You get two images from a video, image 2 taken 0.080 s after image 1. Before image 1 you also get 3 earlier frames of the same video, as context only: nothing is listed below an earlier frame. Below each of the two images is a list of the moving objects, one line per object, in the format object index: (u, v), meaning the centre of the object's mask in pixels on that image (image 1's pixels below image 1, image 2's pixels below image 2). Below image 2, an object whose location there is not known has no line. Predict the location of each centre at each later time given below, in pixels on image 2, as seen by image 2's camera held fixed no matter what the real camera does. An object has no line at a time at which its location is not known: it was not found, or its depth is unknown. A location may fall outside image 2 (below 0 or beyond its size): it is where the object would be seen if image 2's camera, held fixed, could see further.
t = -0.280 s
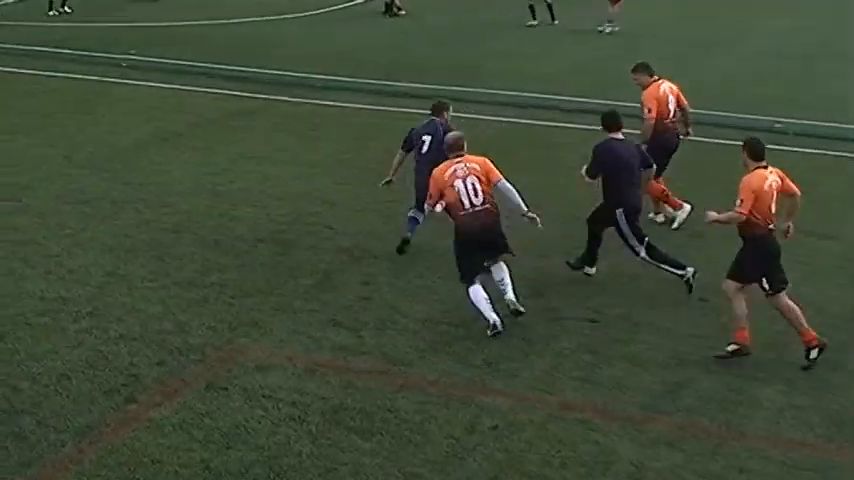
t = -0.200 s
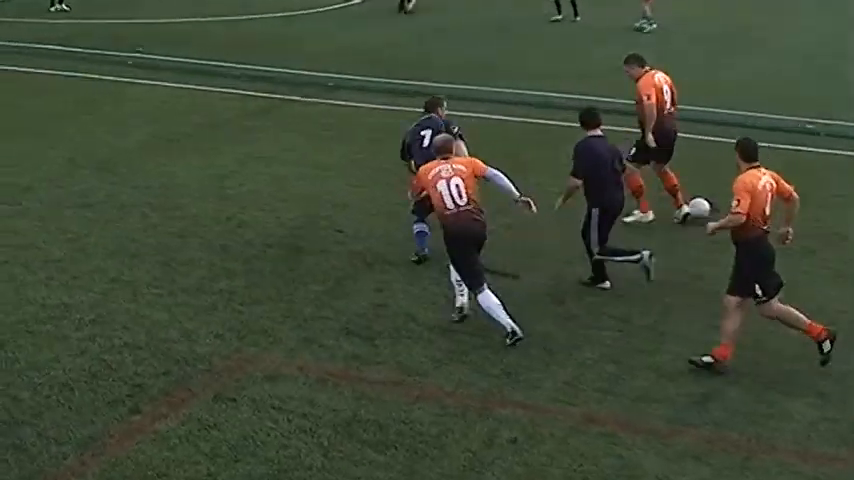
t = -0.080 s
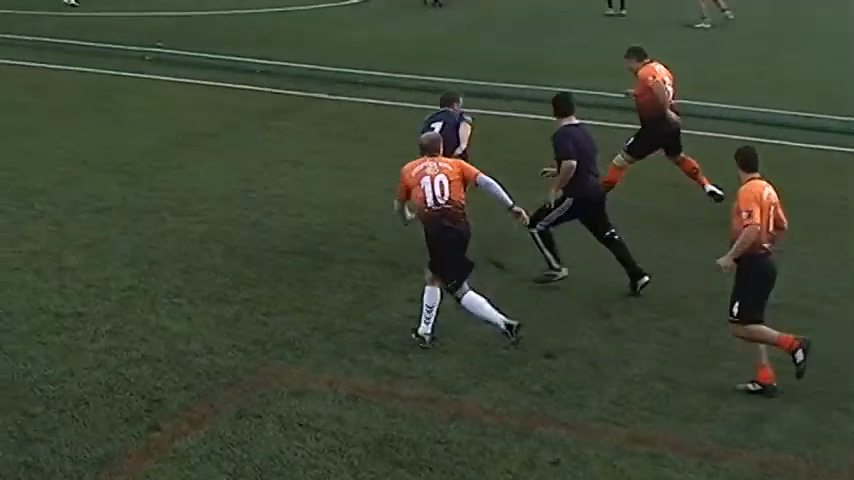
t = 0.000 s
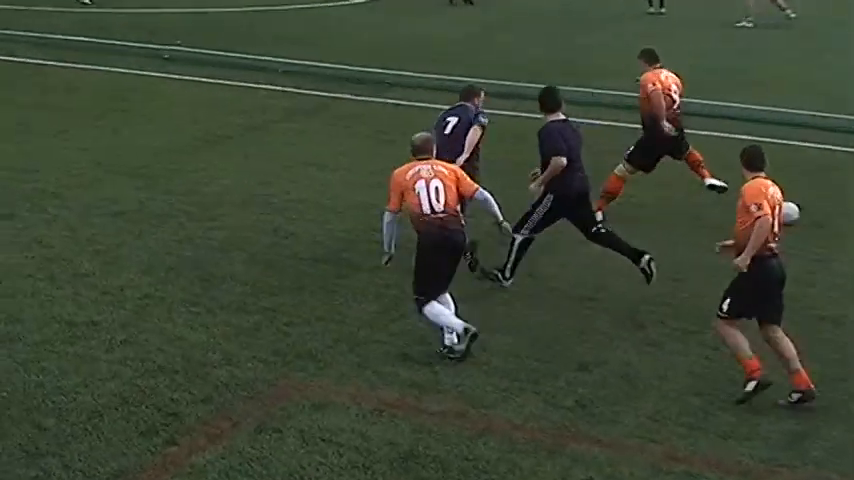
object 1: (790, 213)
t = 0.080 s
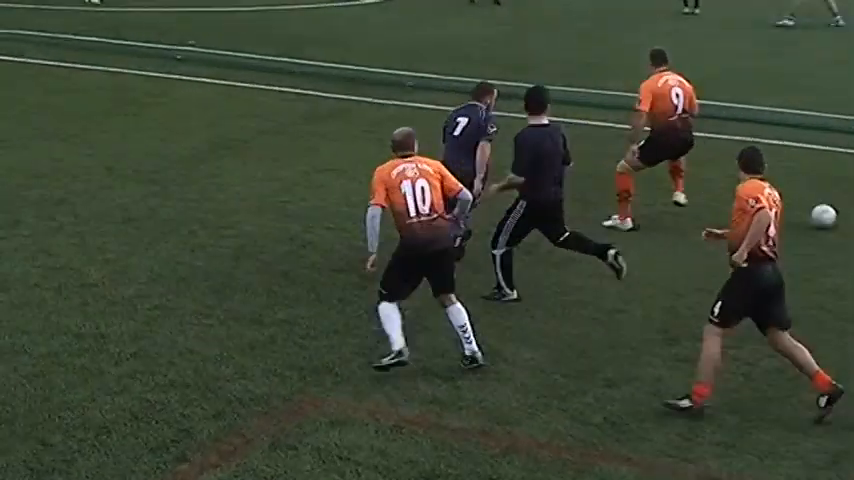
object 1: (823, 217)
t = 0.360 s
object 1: (823, 198)
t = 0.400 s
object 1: (818, 194)
